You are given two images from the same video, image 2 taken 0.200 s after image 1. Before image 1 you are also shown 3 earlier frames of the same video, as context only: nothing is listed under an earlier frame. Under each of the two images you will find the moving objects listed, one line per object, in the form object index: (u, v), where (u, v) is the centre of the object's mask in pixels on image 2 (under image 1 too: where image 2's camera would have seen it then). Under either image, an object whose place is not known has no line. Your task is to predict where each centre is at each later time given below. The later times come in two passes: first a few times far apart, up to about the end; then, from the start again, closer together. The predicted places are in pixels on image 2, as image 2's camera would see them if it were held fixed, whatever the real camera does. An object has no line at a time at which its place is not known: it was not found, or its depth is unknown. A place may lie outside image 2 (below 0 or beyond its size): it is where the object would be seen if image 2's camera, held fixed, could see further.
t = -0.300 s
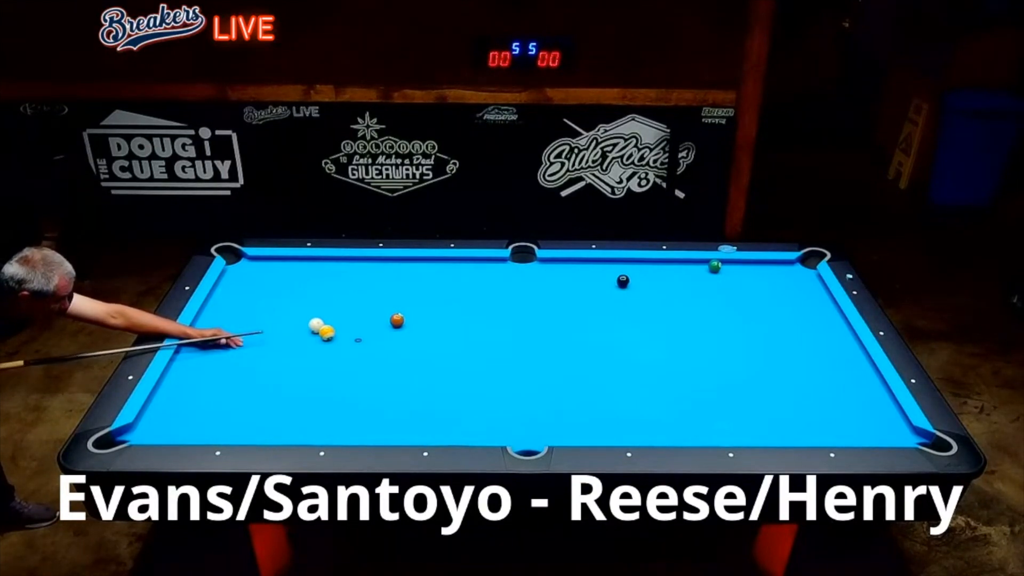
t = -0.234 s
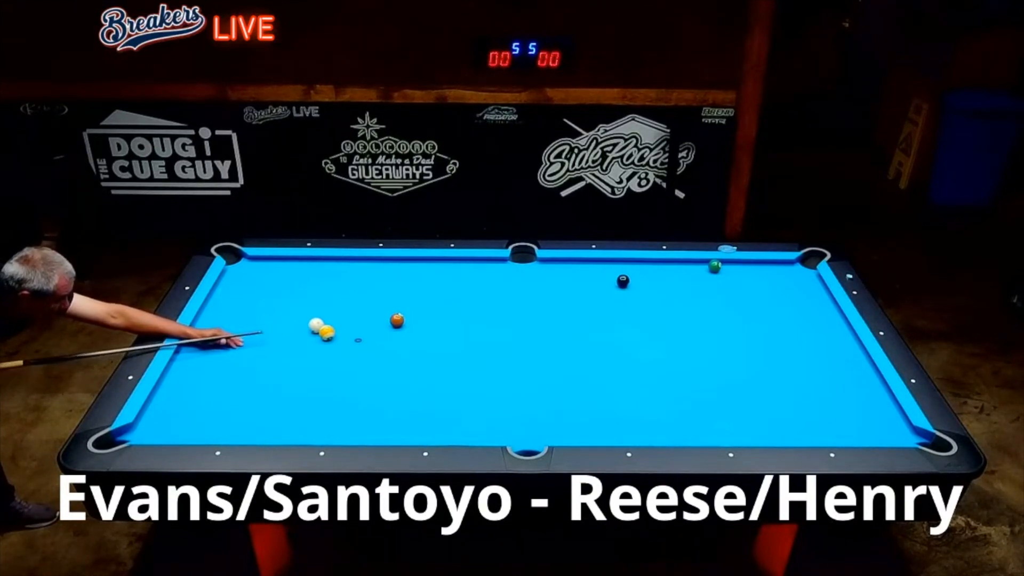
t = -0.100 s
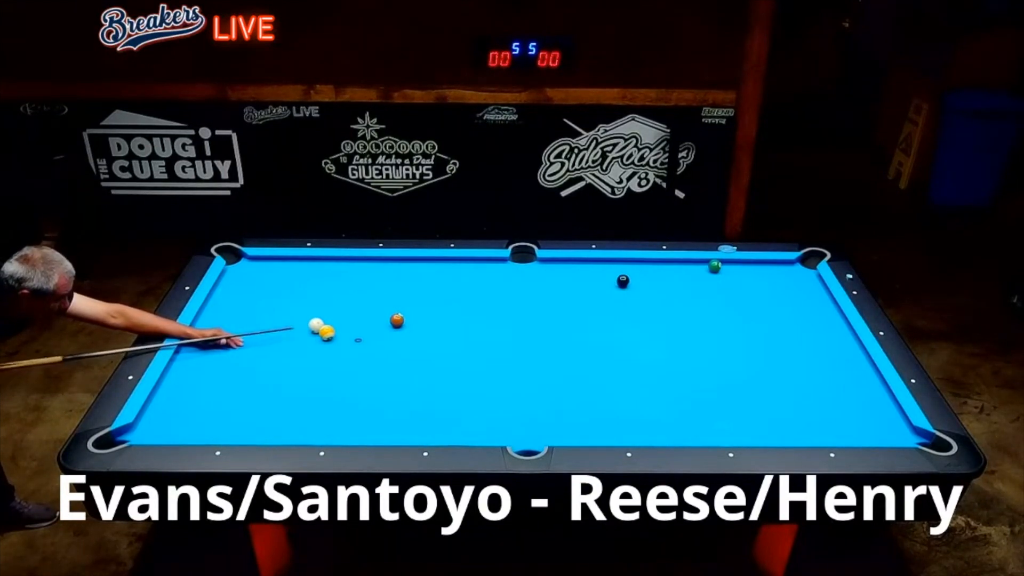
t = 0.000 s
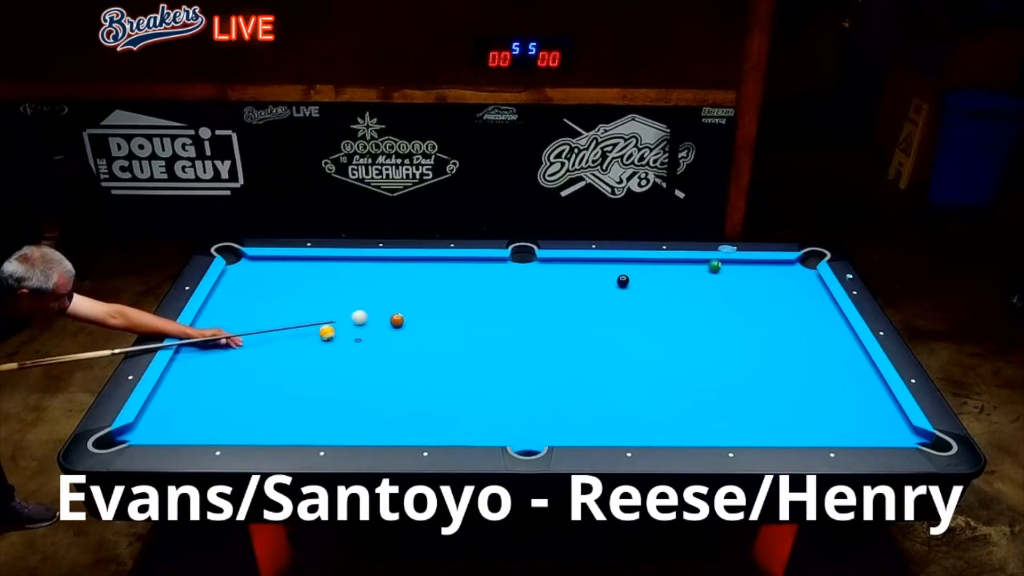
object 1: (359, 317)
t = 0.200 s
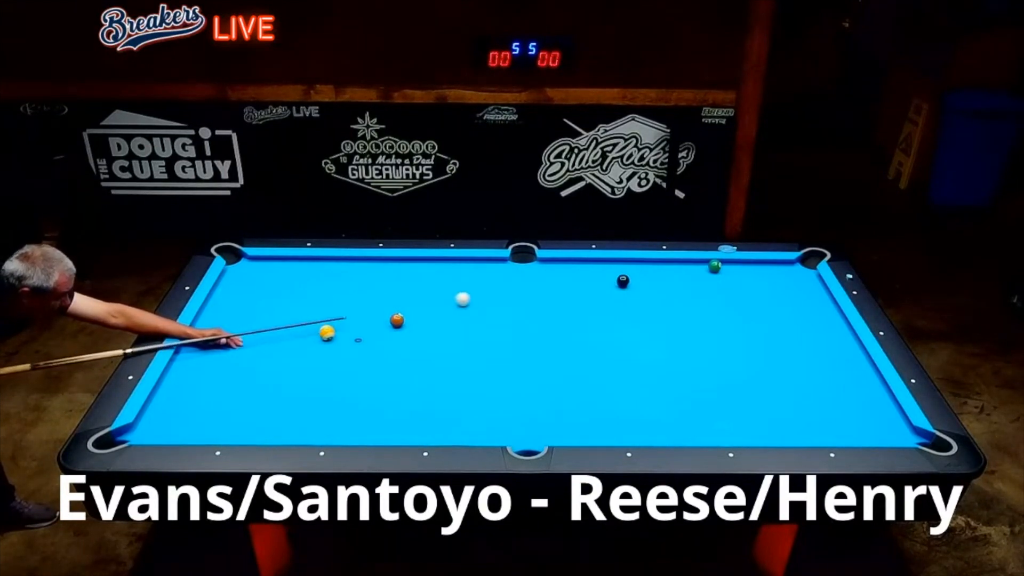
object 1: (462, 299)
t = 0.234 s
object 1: (479, 296)
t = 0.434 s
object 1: (572, 280)
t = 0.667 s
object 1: (671, 262)
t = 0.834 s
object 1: (706, 271)
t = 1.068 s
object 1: (730, 282)
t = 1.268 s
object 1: (753, 292)
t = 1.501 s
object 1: (779, 303)
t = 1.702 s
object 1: (802, 312)
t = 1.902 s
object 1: (824, 321)
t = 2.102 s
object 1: (846, 330)
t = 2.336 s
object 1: (844, 343)
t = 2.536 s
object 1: (841, 354)
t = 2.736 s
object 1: (838, 364)
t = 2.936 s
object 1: (835, 375)
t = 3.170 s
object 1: (832, 387)
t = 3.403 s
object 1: (828, 399)
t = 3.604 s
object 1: (825, 408)
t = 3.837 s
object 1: (822, 420)
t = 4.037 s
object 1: (819, 429)
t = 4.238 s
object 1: (817, 433)
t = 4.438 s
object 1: (810, 429)
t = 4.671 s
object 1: (804, 425)
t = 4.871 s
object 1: (799, 421)
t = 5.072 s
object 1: (795, 418)
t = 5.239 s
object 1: (793, 416)
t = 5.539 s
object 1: (789, 413)
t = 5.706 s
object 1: (787, 412)
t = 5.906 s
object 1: (786, 411)
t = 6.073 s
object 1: (786, 411)
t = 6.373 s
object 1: (786, 411)
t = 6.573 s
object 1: (786, 411)
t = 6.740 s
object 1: (786, 411)
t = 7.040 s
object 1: (786, 411)
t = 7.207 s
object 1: (786, 411)
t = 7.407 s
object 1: (786, 411)
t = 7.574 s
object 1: (786, 411)
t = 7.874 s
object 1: (786, 411)
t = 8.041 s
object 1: (786, 411)
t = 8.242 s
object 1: (786, 411)
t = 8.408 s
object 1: (786, 411)
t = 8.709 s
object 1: (786, 411)
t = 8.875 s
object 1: (786, 411)
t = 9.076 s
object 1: (786, 411)
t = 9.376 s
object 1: (786, 411)
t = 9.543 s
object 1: (786, 411)
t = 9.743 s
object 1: (786, 411)
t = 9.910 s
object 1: (786, 411)
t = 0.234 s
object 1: (479, 296)
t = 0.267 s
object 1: (495, 293)
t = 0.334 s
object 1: (526, 288)
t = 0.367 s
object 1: (542, 285)
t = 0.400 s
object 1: (557, 283)
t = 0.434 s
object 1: (572, 280)
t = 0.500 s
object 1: (602, 275)
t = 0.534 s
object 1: (616, 272)
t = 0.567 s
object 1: (630, 269)
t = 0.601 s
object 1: (644, 267)
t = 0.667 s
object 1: (671, 262)
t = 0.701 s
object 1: (684, 264)
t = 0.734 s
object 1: (697, 265)
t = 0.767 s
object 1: (702, 267)
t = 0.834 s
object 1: (706, 271)
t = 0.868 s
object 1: (708, 273)
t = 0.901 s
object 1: (711, 274)
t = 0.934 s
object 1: (715, 276)
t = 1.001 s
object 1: (722, 279)
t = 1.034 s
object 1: (726, 281)
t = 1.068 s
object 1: (730, 282)
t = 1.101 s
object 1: (734, 284)
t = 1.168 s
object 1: (741, 287)
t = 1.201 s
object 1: (745, 288)
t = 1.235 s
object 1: (749, 290)
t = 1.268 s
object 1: (753, 292)
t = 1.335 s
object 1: (760, 295)
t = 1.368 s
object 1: (764, 296)
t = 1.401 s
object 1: (768, 298)
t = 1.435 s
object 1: (772, 299)
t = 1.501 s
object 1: (779, 303)
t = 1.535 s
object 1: (783, 304)
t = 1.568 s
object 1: (787, 305)
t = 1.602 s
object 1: (790, 307)
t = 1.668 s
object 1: (798, 310)
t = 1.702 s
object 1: (802, 312)
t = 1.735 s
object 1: (805, 313)
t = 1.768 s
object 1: (809, 315)
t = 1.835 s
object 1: (816, 318)
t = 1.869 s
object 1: (820, 320)
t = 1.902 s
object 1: (824, 321)
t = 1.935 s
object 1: (827, 323)
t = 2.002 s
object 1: (835, 326)
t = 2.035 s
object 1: (838, 327)
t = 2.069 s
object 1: (842, 329)
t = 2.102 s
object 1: (846, 330)
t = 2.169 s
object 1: (847, 334)
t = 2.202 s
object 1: (846, 336)
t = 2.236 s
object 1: (845, 338)
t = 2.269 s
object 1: (845, 339)
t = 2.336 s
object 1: (844, 343)
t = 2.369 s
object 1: (844, 345)
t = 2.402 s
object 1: (843, 347)
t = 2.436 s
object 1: (843, 348)
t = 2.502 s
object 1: (841, 352)
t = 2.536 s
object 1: (841, 354)
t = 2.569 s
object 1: (840, 356)
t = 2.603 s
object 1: (840, 357)
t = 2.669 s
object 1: (839, 361)
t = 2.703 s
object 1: (838, 363)
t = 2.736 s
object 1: (838, 364)
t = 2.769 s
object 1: (837, 366)
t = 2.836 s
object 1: (836, 370)
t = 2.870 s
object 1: (836, 371)
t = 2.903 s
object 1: (835, 373)
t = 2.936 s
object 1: (835, 375)
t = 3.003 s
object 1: (834, 378)
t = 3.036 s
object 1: (833, 380)
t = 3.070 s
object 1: (833, 382)
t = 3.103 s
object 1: (833, 384)
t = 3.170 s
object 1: (832, 387)
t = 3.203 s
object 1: (831, 389)
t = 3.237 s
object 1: (830, 391)
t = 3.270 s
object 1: (830, 392)
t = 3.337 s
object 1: (829, 395)
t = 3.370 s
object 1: (829, 397)
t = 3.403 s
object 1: (828, 399)
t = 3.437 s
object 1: (827, 400)
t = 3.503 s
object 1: (826, 404)
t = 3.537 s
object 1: (826, 406)
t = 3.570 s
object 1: (825, 407)
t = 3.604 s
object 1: (825, 408)
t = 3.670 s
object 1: (824, 412)
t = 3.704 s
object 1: (824, 413)
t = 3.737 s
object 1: (823, 415)
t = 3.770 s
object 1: (823, 416)
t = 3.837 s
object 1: (822, 420)
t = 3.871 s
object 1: (822, 421)
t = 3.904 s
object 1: (821, 423)
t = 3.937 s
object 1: (820, 424)
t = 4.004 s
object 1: (820, 427)
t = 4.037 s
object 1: (819, 429)
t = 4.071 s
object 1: (819, 430)
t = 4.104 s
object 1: (819, 430)
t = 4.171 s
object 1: (818, 432)
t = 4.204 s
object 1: (818, 433)
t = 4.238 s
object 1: (817, 433)
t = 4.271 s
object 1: (815, 432)
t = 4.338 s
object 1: (813, 431)
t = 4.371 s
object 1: (812, 430)
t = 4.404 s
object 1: (811, 430)
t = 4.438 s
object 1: (810, 429)
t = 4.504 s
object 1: (808, 429)
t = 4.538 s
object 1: (807, 428)
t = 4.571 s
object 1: (807, 427)
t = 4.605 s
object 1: (806, 427)
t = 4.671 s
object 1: (804, 425)
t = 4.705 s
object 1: (803, 425)
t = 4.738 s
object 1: (802, 424)
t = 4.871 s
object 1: (799, 421)
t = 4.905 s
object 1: (798, 421)
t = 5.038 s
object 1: (796, 418)
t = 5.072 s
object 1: (795, 418)
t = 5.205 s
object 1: (793, 416)
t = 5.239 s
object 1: (793, 416)
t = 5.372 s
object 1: (791, 414)
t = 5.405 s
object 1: (790, 414)
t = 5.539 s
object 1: (789, 413)
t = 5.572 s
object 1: (788, 413)
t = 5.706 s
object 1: (787, 412)
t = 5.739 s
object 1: (787, 412)
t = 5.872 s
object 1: (786, 411)
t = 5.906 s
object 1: (786, 411)
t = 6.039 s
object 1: (786, 411)
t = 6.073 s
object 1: (786, 411)
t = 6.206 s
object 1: (786, 411)
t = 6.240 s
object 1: (786, 411)
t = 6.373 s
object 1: (786, 411)
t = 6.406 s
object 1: (786, 411)
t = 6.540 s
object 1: (786, 411)
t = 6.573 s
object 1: (786, 411)
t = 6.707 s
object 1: (786, 411)
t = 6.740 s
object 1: (786, 411)
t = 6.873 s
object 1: (786, 411)
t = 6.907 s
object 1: (786, 411)
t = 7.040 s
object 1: (786, 411)
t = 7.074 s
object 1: (786, 411)
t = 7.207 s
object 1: (786, 411)
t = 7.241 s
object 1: (786, 411)
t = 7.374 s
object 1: (786, 411)
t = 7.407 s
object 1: (786, 411)
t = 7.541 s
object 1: (786, 411)
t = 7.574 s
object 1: (786, 411)
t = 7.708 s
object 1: (786, 411)
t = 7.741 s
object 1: (786, 411)
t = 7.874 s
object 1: (786, 411)
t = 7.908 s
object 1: (786, 411)
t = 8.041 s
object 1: (786, 411)
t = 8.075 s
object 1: (786, 411)
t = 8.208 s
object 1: (786, 411)
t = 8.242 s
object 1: (786, 411)
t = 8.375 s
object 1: (786, 411)
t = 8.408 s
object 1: (786, 411)
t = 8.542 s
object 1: (786, 411)
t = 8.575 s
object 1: (786, 411)
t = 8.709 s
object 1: (786, 411)
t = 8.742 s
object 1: (786, 411)
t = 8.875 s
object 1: (786, 411)
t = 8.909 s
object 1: (786, 411)
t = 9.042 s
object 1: (786, 411)
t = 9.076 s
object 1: (786, 411)
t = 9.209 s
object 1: (786, 411)
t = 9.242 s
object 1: (786, 411)
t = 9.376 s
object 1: (786, 411)
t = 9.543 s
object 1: (786, 411)
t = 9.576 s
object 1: (786, 411)
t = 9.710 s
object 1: (786, 411)
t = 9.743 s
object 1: (786, 411)
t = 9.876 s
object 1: (786, 411)
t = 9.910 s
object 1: (786, 411)
